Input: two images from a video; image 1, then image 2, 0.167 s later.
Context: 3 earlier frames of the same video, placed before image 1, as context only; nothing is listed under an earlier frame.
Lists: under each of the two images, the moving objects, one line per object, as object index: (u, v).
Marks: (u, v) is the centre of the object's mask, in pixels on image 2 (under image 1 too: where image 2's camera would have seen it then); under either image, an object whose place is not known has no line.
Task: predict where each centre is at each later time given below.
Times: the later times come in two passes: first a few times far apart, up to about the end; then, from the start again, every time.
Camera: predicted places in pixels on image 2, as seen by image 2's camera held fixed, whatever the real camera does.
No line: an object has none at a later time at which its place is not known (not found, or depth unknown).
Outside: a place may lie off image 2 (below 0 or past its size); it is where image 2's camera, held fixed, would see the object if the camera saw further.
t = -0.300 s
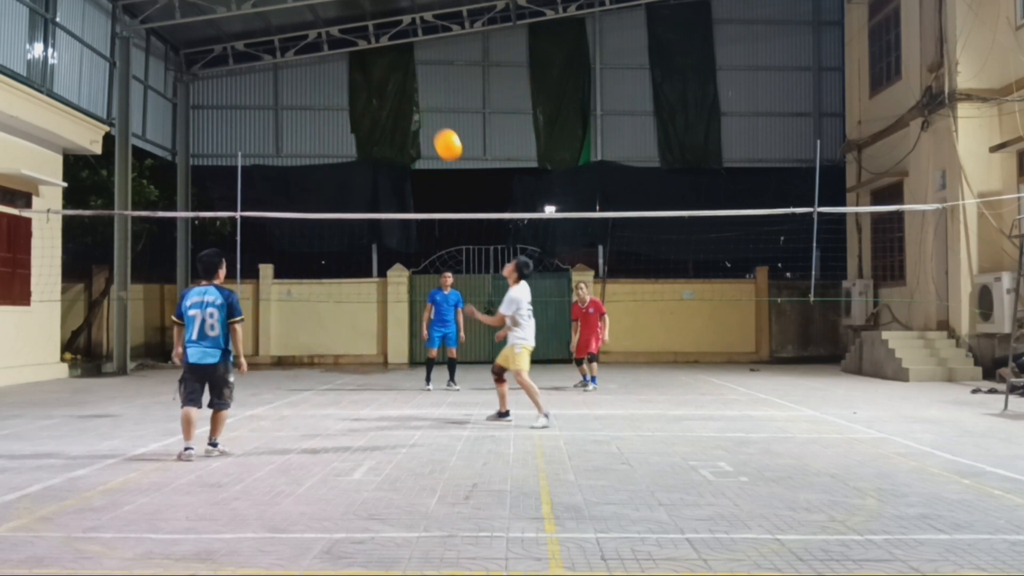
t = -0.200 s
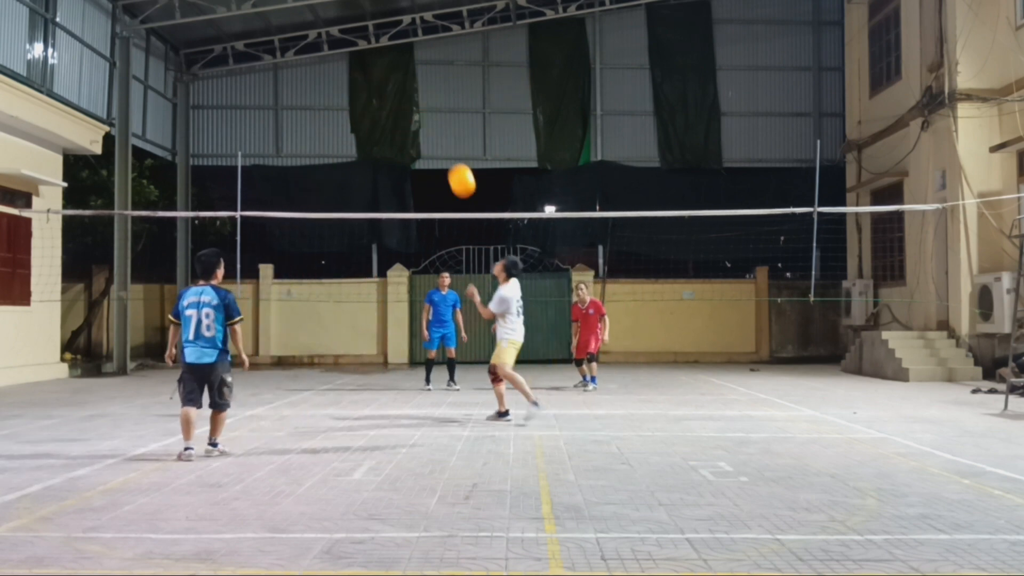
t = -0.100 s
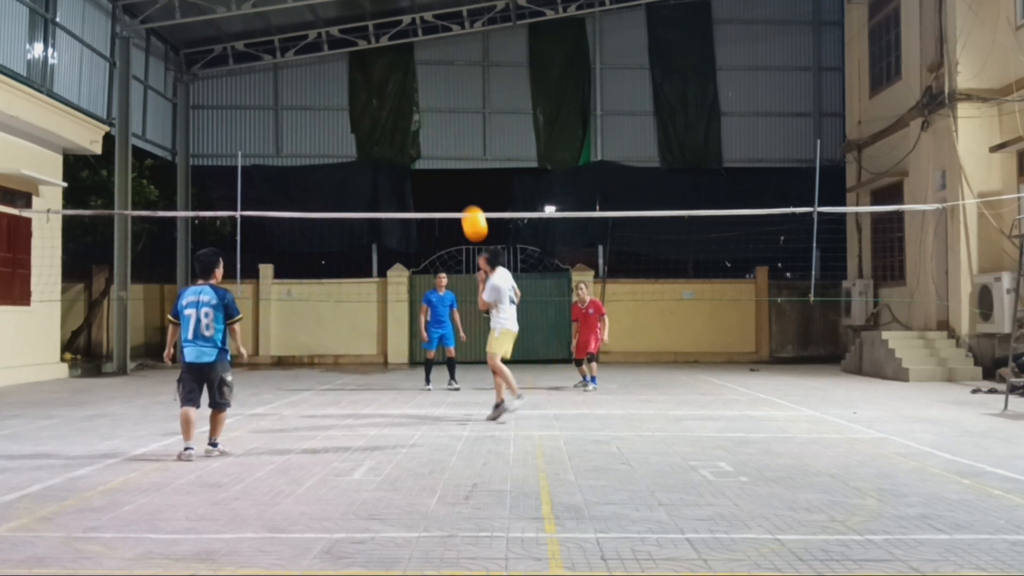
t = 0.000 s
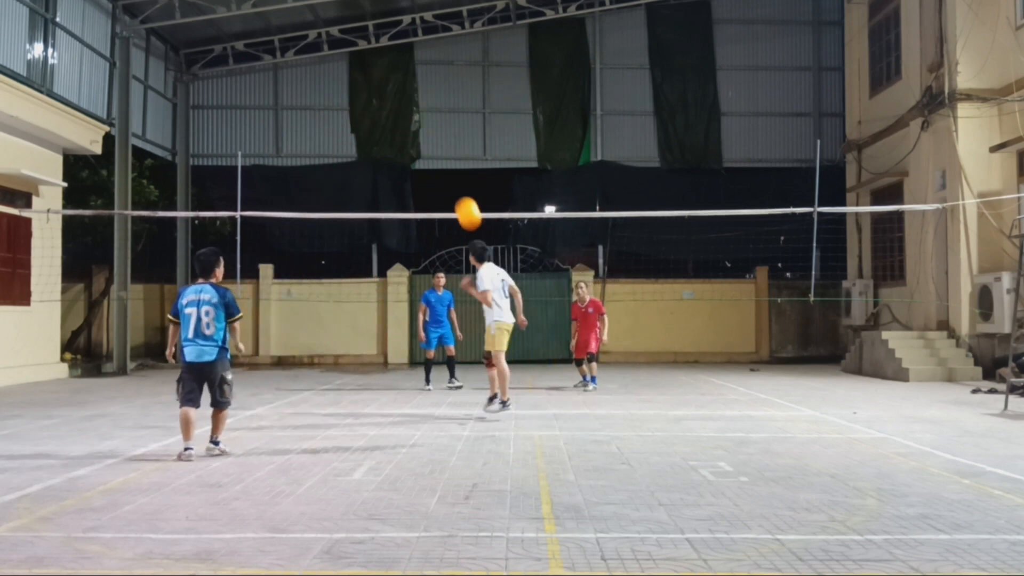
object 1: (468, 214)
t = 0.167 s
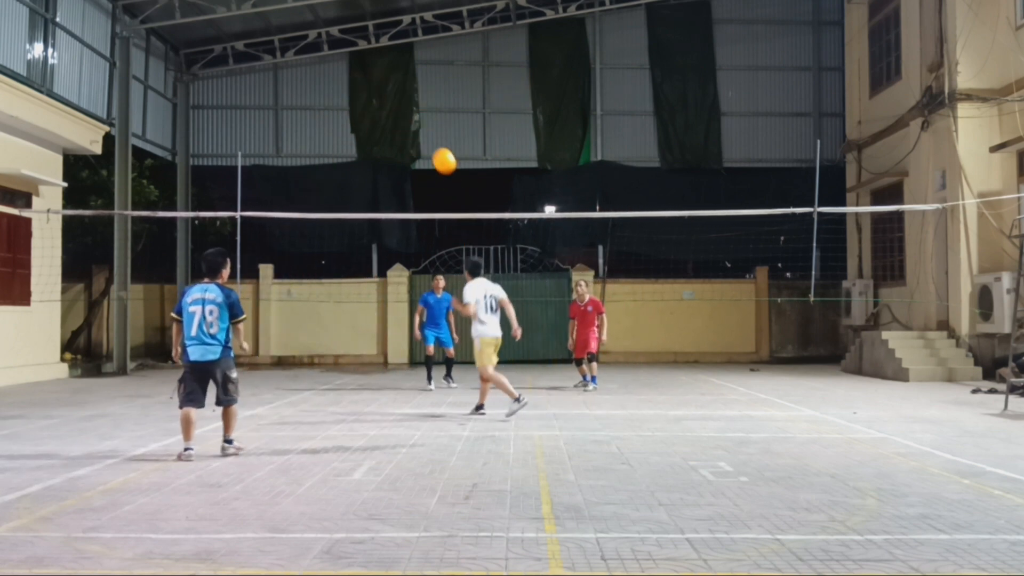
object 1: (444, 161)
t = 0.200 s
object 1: (440, 154)
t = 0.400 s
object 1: (417, 134)
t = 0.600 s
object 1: (399, 147)
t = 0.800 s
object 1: (384, 184)
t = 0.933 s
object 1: (376, 222)
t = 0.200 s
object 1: (440, 154)
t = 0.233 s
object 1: (436, 148)
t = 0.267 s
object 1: (432, 143)
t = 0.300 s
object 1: (427, 139)
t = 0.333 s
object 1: (424, 136)
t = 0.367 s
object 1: (420, 134)
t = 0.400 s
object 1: (417, 134)
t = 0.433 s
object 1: (413, 134)
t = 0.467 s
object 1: (410, 135)
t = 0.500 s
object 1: (407, 136)
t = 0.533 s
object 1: (404, 139)
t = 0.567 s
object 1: (402, 142)
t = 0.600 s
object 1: (399, 147)
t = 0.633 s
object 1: (396, 151)
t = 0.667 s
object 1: (394, 156)
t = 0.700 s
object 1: (391, 163)
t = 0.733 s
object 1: (389, 169)
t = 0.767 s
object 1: (387, 176)
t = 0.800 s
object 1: (384, 184)
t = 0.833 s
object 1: (382, 192)
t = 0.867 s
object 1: (380, 201)
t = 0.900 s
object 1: (378, 210)
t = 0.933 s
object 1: (376, 222)
